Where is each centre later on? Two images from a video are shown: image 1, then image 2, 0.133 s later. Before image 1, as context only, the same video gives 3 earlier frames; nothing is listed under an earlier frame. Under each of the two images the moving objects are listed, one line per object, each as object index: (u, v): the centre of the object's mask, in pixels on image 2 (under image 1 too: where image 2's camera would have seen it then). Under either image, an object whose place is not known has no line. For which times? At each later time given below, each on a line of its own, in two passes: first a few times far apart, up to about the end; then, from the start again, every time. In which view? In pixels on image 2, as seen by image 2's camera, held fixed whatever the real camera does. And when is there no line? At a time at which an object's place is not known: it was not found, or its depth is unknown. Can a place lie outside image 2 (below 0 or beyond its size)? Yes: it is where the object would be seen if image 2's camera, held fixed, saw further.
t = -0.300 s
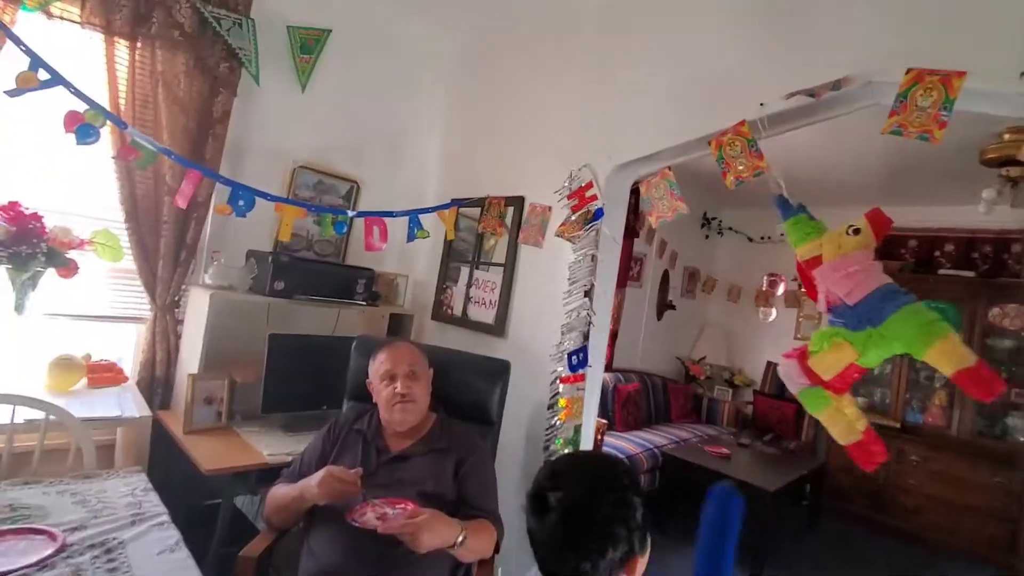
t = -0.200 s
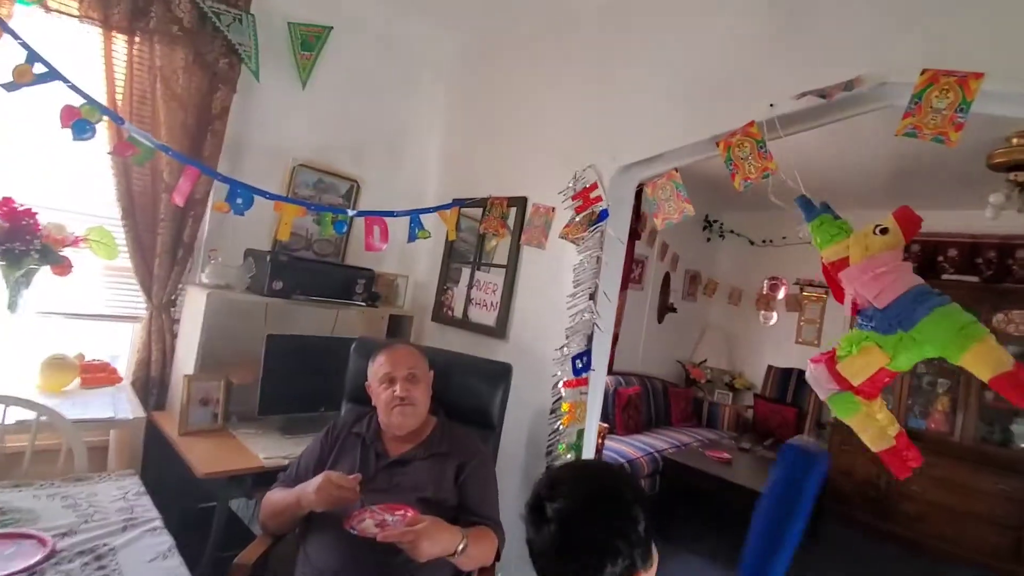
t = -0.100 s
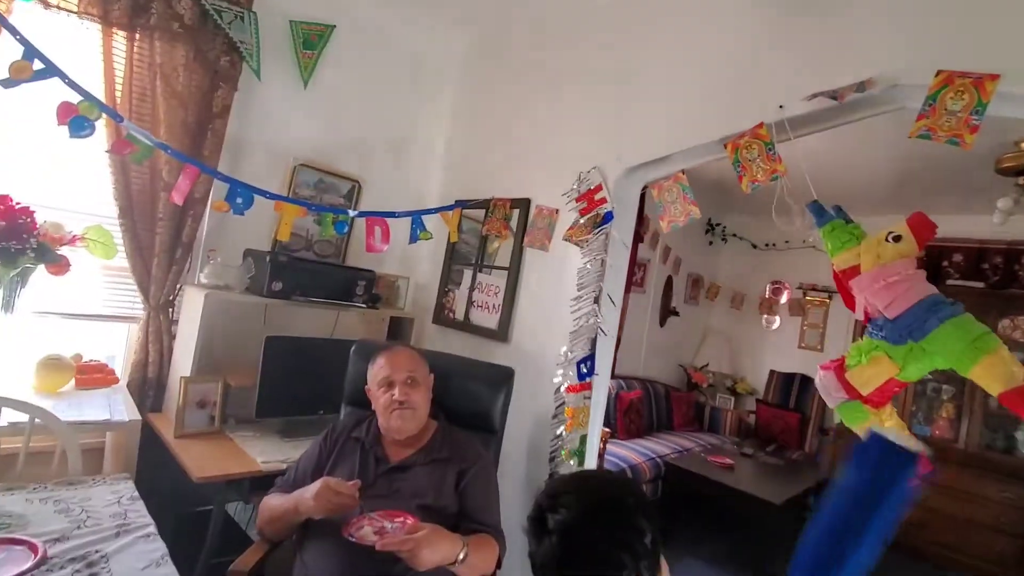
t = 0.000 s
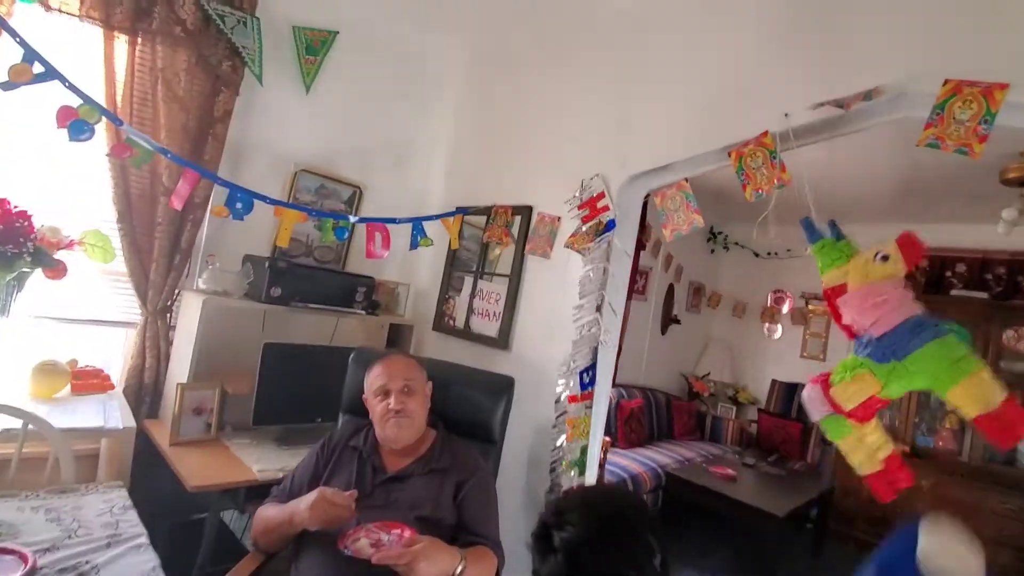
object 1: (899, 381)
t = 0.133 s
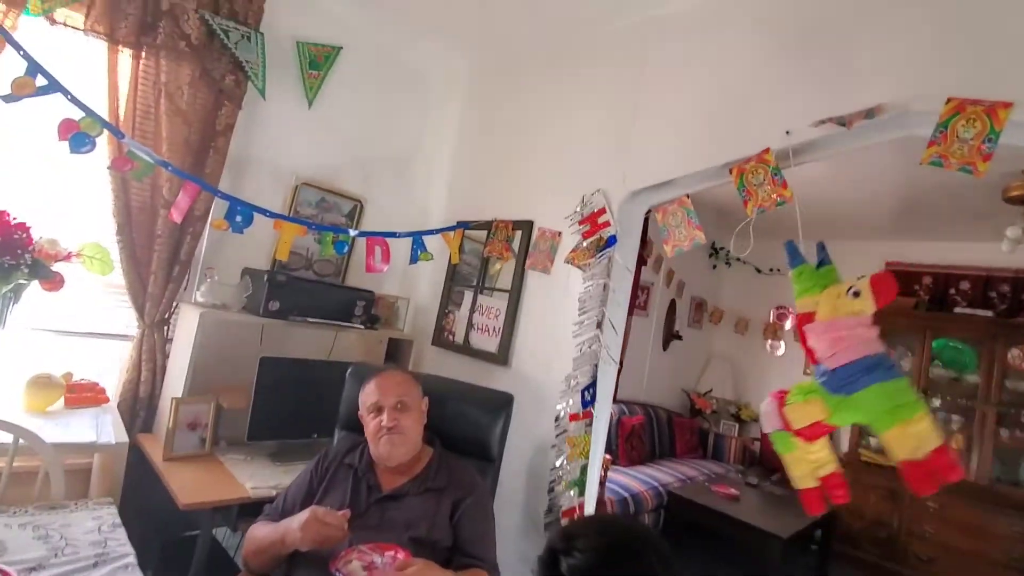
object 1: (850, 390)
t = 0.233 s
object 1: (803, 391)
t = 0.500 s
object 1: (703, 364)
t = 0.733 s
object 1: (672, 348)
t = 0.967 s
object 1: (698, 365)
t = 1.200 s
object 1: (789, 391)
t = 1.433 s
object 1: (879, 382)
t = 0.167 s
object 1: (835, 391)
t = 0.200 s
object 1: (819, 391)
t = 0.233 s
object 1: (803, 391)
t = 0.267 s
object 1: (787, 388)
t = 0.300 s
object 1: (772, 387)
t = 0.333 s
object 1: (758, 383)
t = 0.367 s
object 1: (745, 379)
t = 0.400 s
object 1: (733, 375)
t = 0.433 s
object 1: (722, 372)
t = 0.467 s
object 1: (712, 367)
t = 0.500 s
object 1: (703, 364)
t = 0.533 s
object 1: (695, 361)
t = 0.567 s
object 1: (687, 359)
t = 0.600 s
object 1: (683, 355)
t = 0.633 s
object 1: (680, 350)
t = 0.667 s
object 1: (676, 349)
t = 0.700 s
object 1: (674, 349)
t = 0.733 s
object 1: (672, 348)
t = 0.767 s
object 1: (674, 348)
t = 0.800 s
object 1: (675, 349)
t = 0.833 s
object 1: (678, 351)
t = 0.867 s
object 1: (682, 354)
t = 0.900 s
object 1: (687, 357)
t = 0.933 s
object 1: (692, 361)
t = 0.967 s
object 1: (698, 365)
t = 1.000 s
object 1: (706, 371)
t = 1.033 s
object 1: (720, 374)
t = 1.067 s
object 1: (732, 378)
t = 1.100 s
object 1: (746, 383)
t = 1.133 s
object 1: (759, 387)
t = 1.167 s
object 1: (774, 390)
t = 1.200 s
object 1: (789, 391)
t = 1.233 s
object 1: (806, 392)
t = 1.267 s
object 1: (821, 391)
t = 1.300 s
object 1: (834, 390)
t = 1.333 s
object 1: (847, 388)
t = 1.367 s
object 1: (860, 386)
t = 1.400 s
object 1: (870, 384)
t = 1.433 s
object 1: (879, 382)
